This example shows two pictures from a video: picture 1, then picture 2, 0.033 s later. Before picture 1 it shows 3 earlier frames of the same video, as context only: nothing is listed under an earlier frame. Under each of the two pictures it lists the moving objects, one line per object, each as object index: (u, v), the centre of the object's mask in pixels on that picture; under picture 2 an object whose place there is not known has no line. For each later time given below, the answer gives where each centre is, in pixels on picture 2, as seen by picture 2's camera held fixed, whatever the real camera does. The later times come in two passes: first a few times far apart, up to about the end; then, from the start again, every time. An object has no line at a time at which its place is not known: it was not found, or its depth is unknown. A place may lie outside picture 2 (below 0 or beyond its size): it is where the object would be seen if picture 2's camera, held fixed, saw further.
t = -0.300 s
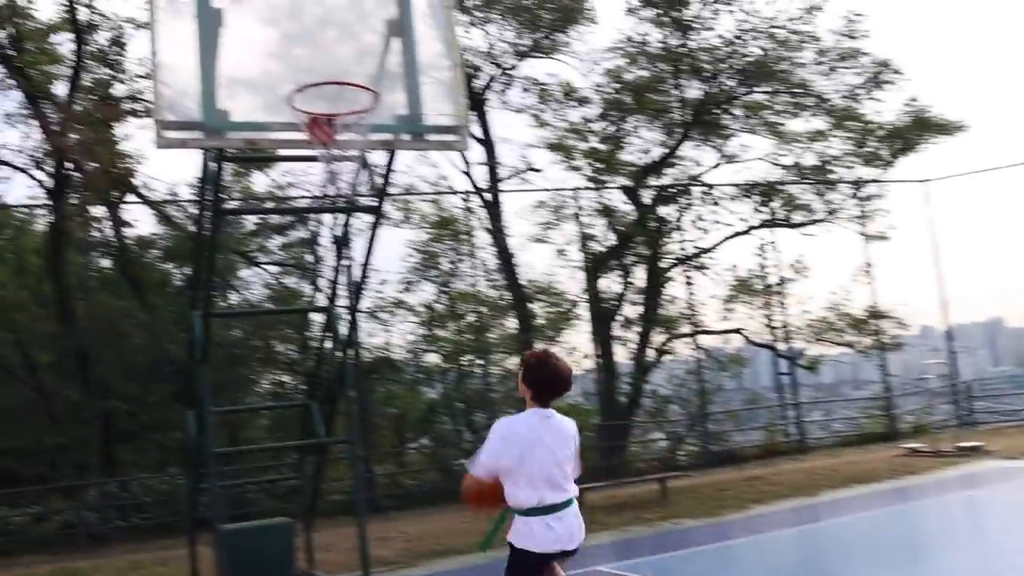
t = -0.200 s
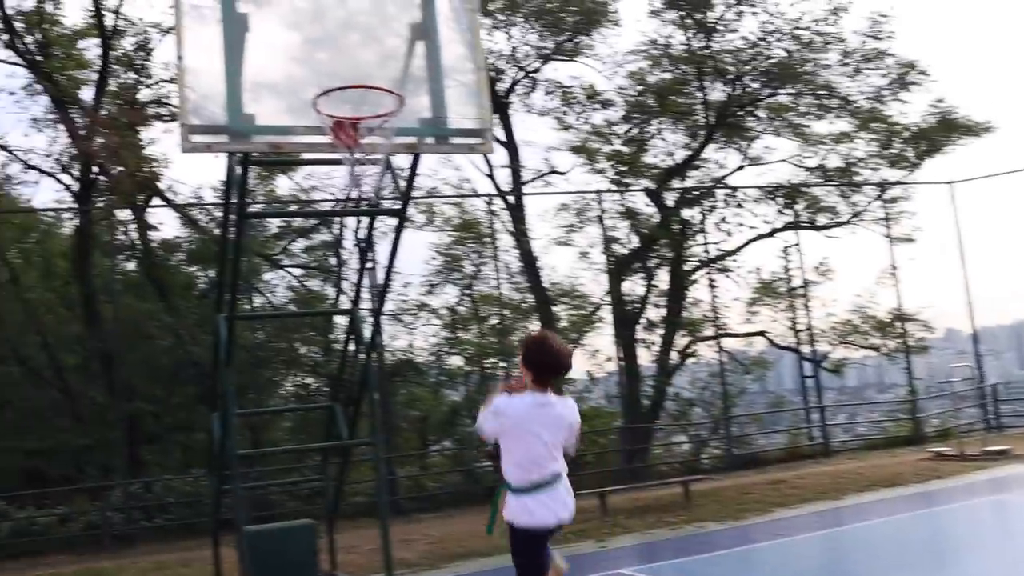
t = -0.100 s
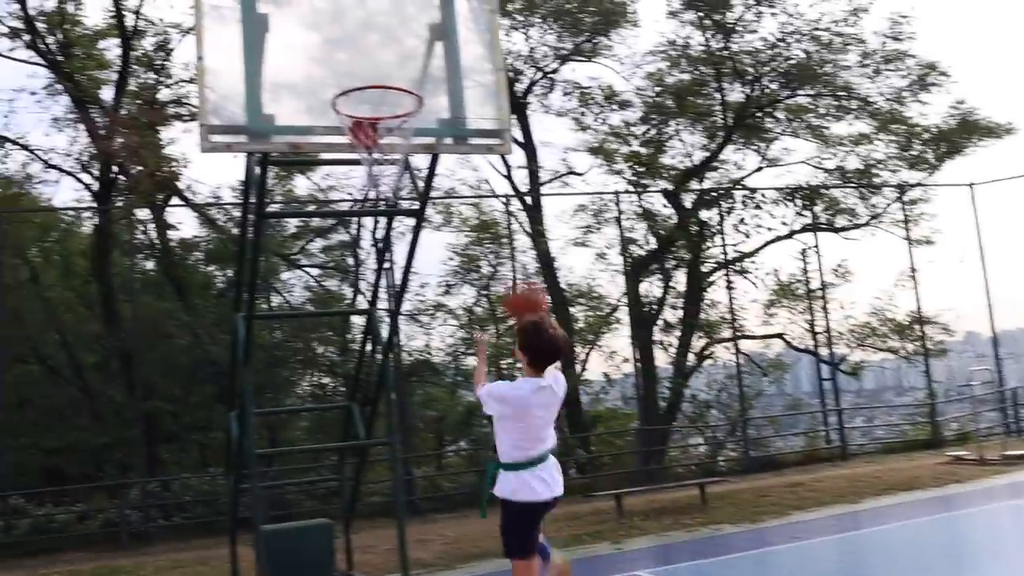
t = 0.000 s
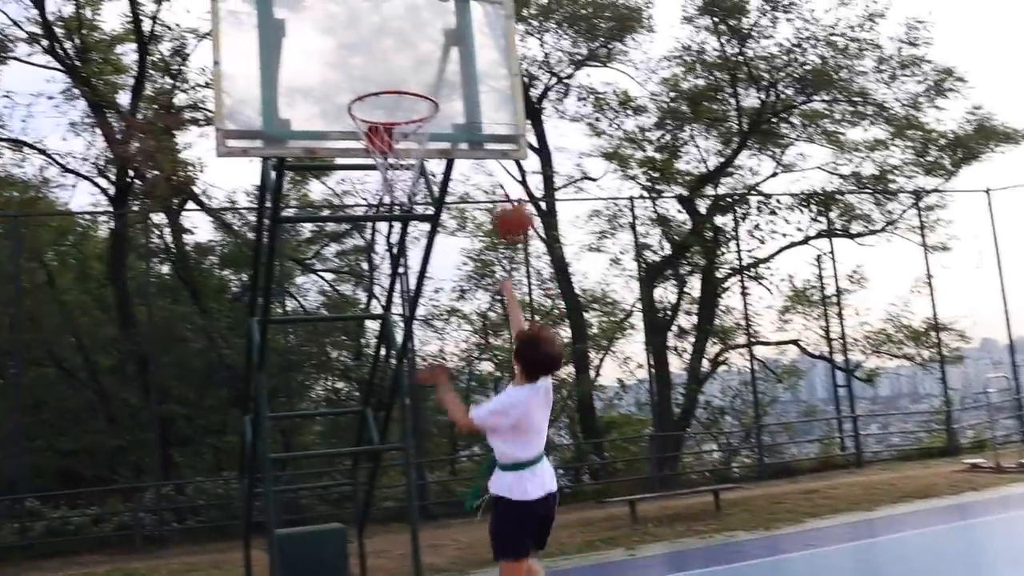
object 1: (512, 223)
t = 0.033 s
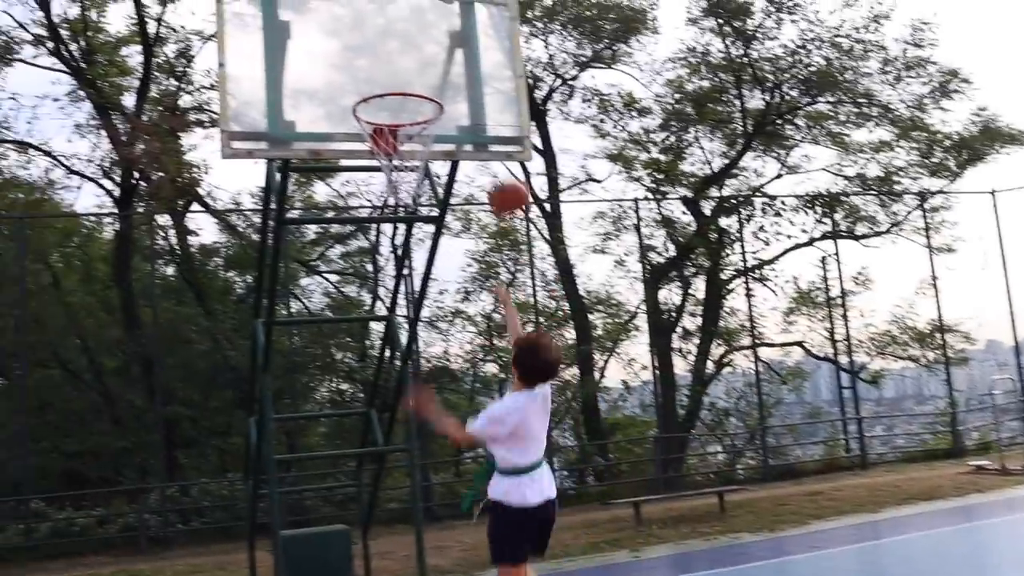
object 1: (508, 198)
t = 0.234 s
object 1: (460, 95)
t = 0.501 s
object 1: (414, 67)
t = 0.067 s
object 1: (500, 175)
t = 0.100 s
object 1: (491, 152)
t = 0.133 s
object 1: (481, 135)
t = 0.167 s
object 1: (476, 120)
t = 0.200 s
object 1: (468, 108)
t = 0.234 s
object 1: (460, 95)
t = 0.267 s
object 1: (454, 86)
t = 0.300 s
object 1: (448, 78)
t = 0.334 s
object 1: (441, 73)
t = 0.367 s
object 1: (435, 69)
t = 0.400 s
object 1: (429, 66)
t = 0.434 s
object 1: (423, 65)
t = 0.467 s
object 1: (418, 67)
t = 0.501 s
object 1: (414, 67)
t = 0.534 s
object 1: (411, 68)
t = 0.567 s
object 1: (408, 71)
